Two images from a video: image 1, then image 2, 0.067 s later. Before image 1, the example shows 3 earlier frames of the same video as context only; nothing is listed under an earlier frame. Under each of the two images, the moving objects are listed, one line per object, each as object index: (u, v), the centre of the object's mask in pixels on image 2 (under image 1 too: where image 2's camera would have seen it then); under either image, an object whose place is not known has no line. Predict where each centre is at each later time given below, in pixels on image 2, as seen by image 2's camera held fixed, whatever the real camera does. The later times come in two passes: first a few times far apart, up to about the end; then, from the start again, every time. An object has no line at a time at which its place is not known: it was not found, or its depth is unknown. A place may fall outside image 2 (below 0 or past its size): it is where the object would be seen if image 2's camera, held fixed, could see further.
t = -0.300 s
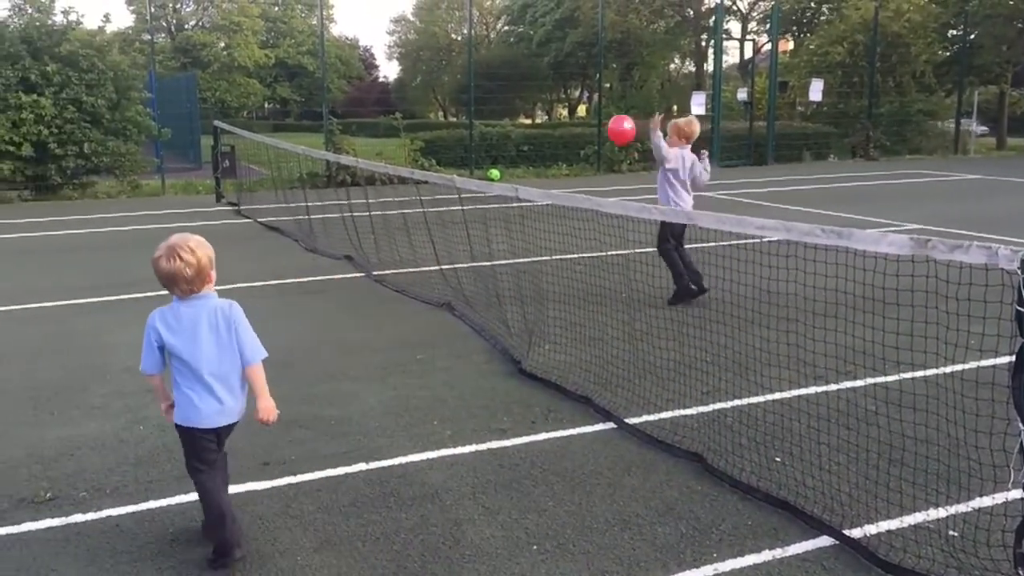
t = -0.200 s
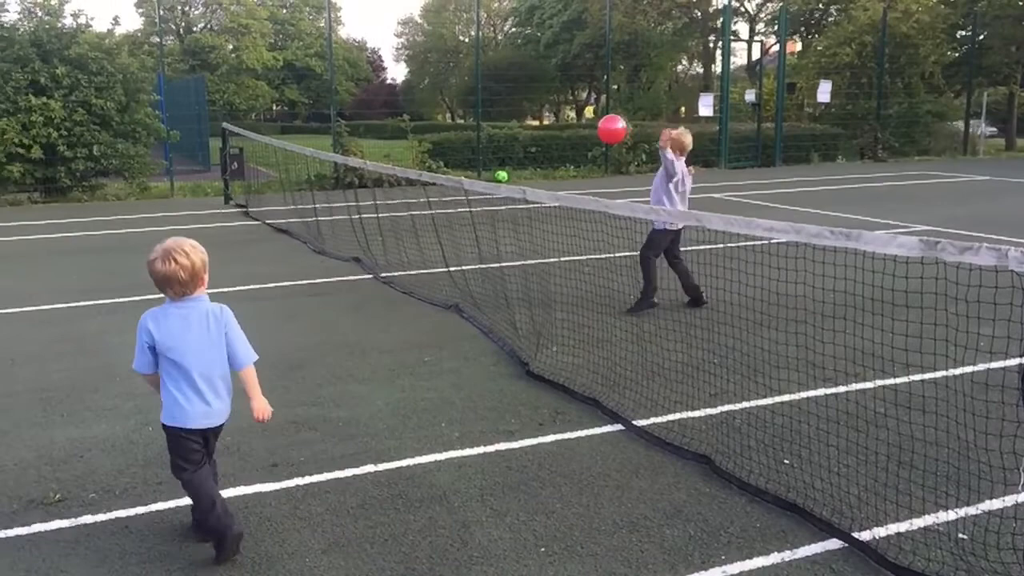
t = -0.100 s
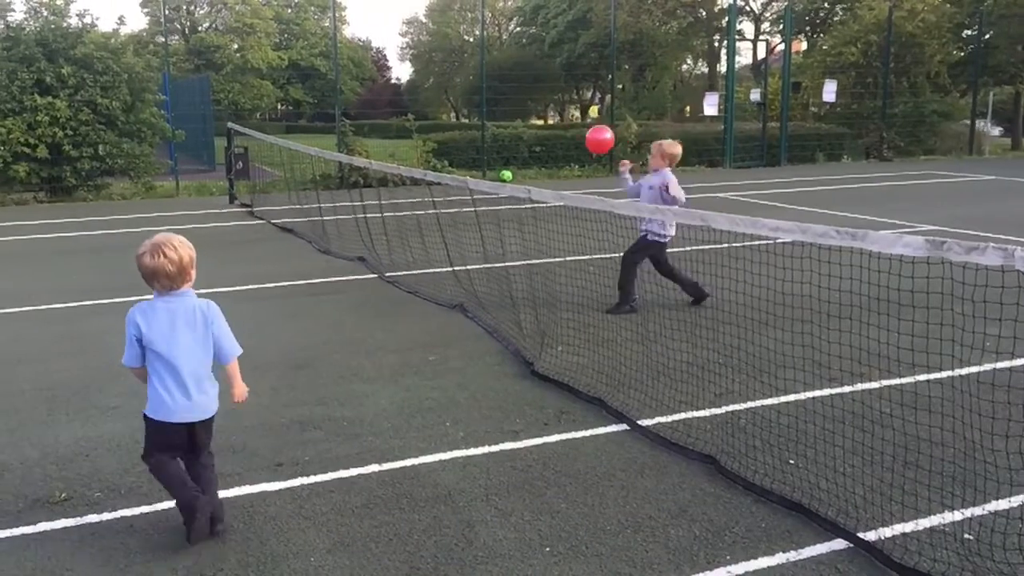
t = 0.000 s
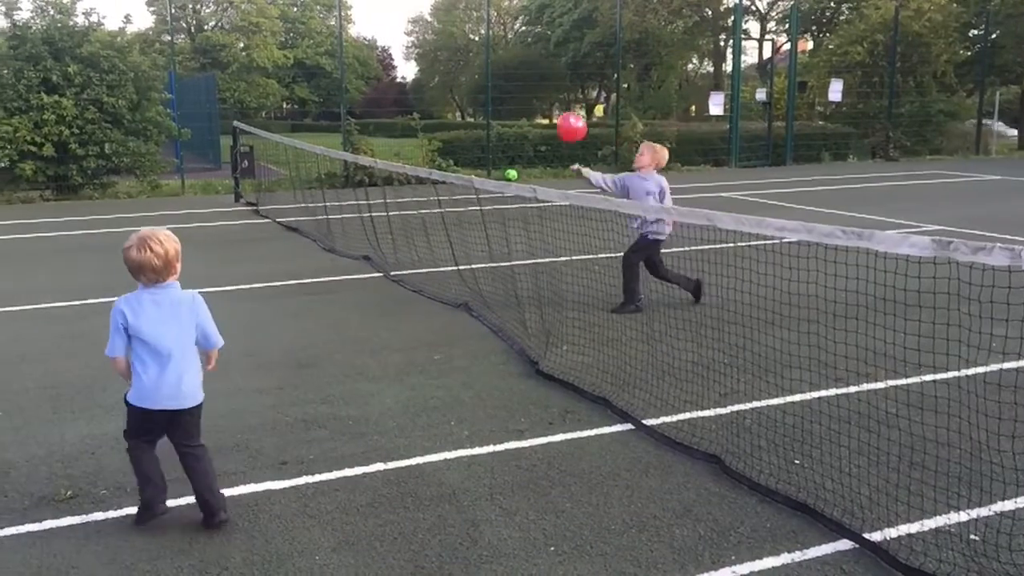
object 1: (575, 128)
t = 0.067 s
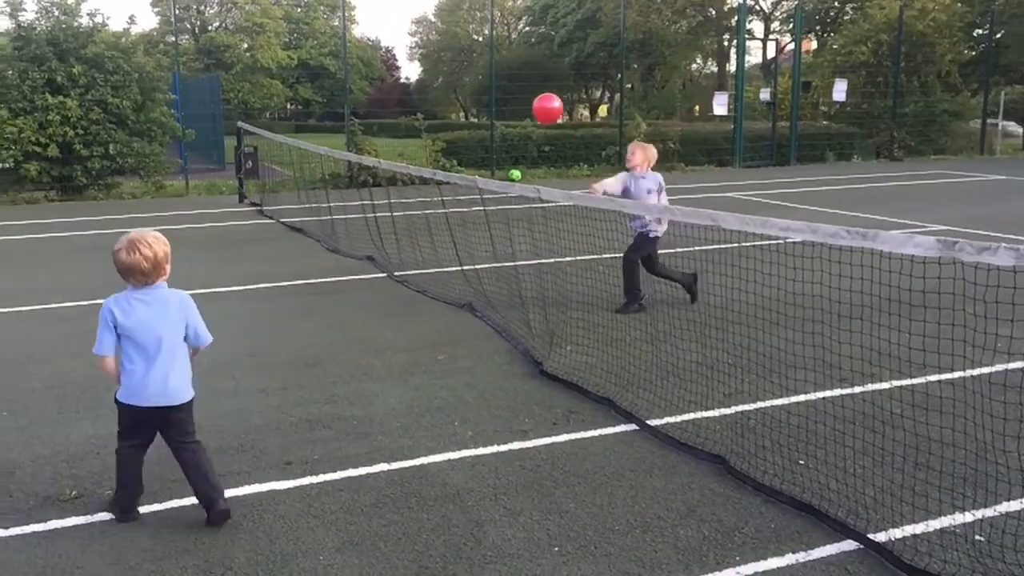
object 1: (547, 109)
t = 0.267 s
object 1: (462, 86)
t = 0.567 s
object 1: (344, 142)
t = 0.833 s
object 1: (247, 293)
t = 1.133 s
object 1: (241, 254)
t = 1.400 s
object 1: (266, 249)
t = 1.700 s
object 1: (301, 343)
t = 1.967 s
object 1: (330, 279)
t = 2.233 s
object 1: (363, 329)
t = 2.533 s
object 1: (396, 303)
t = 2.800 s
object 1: (427, 353)
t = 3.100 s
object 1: (442, 321)
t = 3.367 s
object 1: (445, 338)
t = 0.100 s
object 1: (533, 101)
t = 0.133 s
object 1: (519, 97)
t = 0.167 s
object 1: (504, 92)
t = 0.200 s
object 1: (490, 88)
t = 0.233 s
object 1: (477, 86)
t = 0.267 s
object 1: (462, 86)
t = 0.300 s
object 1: (448, 86)
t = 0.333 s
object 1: (435, 87)
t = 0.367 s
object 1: (422, 91)
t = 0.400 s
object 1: (409, 96)
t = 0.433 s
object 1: (395, 102)
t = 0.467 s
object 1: (382, 110)
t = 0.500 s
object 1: (370, 118)
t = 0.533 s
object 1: (357, 130)
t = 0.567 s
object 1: (344, 142)
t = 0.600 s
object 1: (331, 156)
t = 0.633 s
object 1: (319, 171)
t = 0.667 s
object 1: (308, 187)
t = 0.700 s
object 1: (295, 206)
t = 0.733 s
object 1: (282, 226)
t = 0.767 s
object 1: (270, 246)
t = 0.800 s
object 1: (260, 268)
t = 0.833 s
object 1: (247, 293)
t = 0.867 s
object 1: (235, 320)
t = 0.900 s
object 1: (224, 346)
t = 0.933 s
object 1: (224, 339)
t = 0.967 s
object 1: (225, 321)
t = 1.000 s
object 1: (228, 304)
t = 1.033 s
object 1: (230, 288)
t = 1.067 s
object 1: (234, 275)
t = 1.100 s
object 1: (237, 264)
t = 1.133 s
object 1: (241, 254)
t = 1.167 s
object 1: (244, 247)
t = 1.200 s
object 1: (248, 242)
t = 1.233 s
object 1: (251, 239)
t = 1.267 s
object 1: (254, 238)
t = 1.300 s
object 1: (257, 238)
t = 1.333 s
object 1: (260, 240)
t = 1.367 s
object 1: (263, 244)
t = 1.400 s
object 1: (266, 249)
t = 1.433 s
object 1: (270, 256)
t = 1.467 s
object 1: (273, 265)
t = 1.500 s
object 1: (276, 276)
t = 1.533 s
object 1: (280, 288)
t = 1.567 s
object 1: (285, 302)
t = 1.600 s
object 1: (289, 315)
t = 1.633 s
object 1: (293, 332)
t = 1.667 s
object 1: (298, 351)
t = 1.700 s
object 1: (301, 343)
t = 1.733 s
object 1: (305, 328)
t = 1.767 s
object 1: (308, 316)
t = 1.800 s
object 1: (311, 305)
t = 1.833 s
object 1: (315, 296)
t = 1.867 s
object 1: (318, 289)
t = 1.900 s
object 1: (322, 284)
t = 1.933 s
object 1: (326, 280)
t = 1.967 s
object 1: (330, 279)
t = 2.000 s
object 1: (333, 279)
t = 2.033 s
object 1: (338, 281)
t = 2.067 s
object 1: (342, 284)
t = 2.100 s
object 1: (346, 290)
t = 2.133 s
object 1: (350, 297)
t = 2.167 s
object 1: (354, 306)
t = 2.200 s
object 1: (358, 317)
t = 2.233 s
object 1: (363, 329)
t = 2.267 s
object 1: (367, 343)
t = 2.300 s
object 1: (371, 355)
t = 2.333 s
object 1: (374, 342)
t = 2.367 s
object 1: (377, 332)
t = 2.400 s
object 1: (381, 322)
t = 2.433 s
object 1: (384, 315)
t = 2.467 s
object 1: (388, 309)
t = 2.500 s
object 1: (392, 305)
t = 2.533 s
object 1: (396, 303)
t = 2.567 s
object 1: (400, 302)
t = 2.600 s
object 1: (404, 304)
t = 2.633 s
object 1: (408, 307)
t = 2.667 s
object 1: (412, 313)
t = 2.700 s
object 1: (416, 320)
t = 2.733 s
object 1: (420, 329)
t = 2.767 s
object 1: (424, 340)
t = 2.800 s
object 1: (427, 353)
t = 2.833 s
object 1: (430, 356)
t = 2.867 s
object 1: (432, 345)
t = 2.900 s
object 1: (434, 336)
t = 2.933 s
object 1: (435, 329)
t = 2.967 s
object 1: (437, 323)
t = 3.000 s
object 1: (438, 320)
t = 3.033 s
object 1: (439, 318)
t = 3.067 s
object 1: (440, 319)
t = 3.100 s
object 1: (442, 321)
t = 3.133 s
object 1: (443, 325)
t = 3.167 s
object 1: (444, 331)
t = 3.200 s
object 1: (444, 338)
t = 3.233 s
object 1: (445, 348)
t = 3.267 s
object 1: (446, 360)
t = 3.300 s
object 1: (446, 354)
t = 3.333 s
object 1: (446, 345)
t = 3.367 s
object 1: (445, 338)
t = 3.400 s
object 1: (444, 333)
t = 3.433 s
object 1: (444, 329)
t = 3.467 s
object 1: (444, 328)
